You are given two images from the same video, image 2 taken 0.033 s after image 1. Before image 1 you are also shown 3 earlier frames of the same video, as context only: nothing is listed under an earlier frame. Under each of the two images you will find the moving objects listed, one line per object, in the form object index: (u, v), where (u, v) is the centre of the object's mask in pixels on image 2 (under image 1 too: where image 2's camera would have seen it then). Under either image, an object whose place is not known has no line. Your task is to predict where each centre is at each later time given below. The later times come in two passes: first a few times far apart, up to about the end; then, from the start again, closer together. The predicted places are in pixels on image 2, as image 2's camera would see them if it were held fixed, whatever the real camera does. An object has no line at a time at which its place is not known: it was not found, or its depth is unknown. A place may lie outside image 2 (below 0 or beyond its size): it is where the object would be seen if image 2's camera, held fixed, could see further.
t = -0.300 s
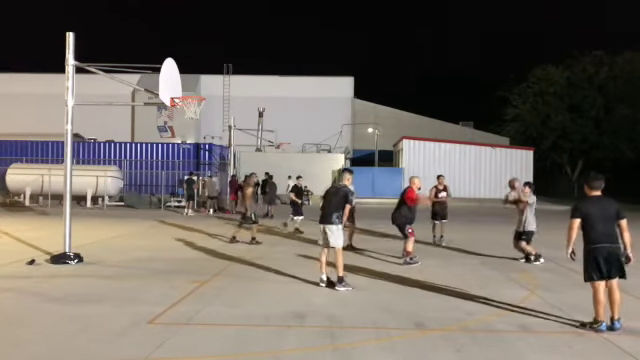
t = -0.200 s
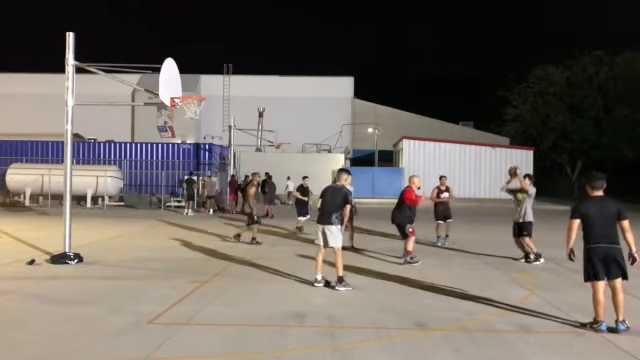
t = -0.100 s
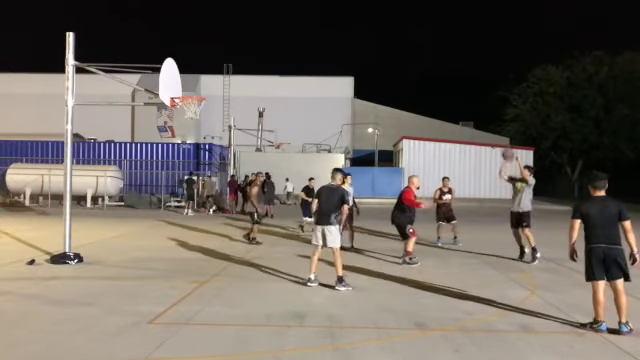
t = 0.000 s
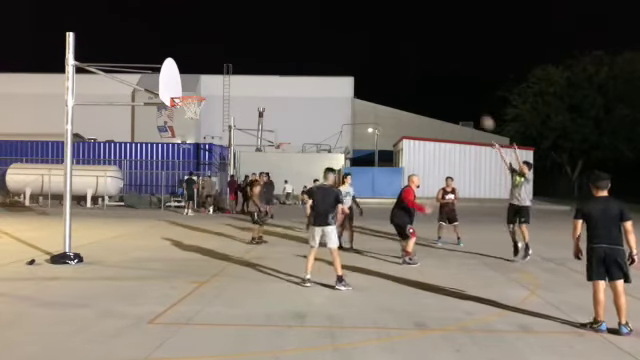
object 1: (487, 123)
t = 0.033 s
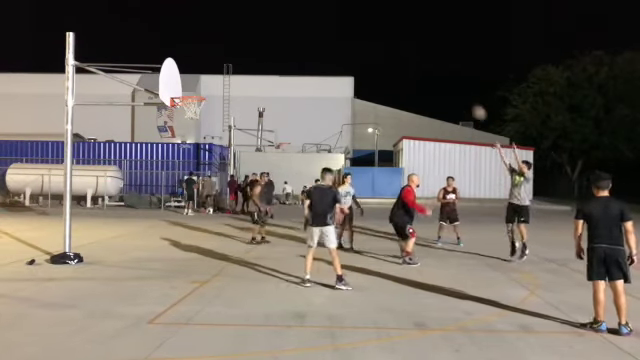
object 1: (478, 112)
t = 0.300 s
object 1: (410, 51)
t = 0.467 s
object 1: (367, 30)
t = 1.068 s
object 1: (210, 70)
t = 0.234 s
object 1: (427, 63)
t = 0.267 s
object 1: (419, 57)
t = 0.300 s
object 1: (410, 51)
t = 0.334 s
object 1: (402, 46)
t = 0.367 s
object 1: (393, 41)
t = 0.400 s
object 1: (384, 37)
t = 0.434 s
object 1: (376, 33)
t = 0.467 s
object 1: (367, 30)
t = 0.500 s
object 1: (358, 27)
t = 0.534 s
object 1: (349, 25)
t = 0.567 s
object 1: (341, 24)
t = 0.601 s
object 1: (332, 23)
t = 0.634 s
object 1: (324, 23)
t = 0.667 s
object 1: (315, 23)
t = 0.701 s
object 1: (306, 24)
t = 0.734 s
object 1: (297, 25)
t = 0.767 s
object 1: (288, 27)
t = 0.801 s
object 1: (280, 29)
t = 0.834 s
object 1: (271, 33)
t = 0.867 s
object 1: (262, 36)
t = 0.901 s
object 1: (253, 41)
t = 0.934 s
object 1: (245, 46)
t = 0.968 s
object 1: (236, 51)
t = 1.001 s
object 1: (227, 57)
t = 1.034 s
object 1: (218, 64)
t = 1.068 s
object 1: (210, 70)
